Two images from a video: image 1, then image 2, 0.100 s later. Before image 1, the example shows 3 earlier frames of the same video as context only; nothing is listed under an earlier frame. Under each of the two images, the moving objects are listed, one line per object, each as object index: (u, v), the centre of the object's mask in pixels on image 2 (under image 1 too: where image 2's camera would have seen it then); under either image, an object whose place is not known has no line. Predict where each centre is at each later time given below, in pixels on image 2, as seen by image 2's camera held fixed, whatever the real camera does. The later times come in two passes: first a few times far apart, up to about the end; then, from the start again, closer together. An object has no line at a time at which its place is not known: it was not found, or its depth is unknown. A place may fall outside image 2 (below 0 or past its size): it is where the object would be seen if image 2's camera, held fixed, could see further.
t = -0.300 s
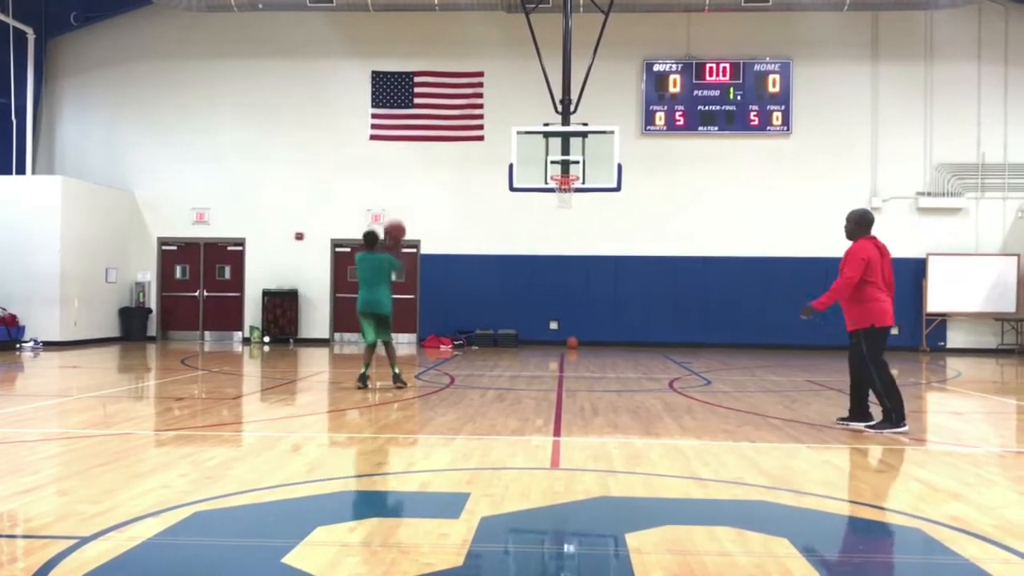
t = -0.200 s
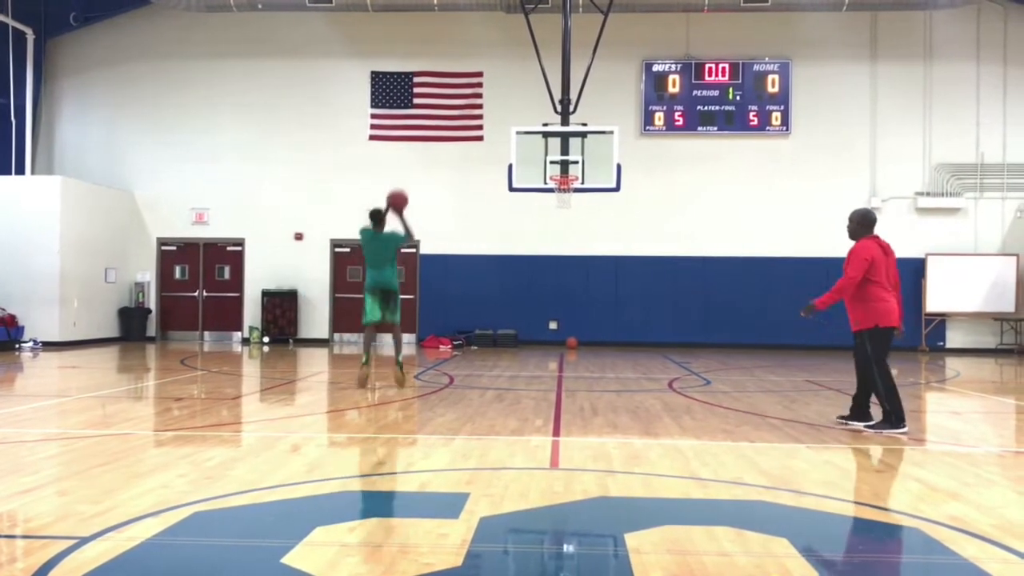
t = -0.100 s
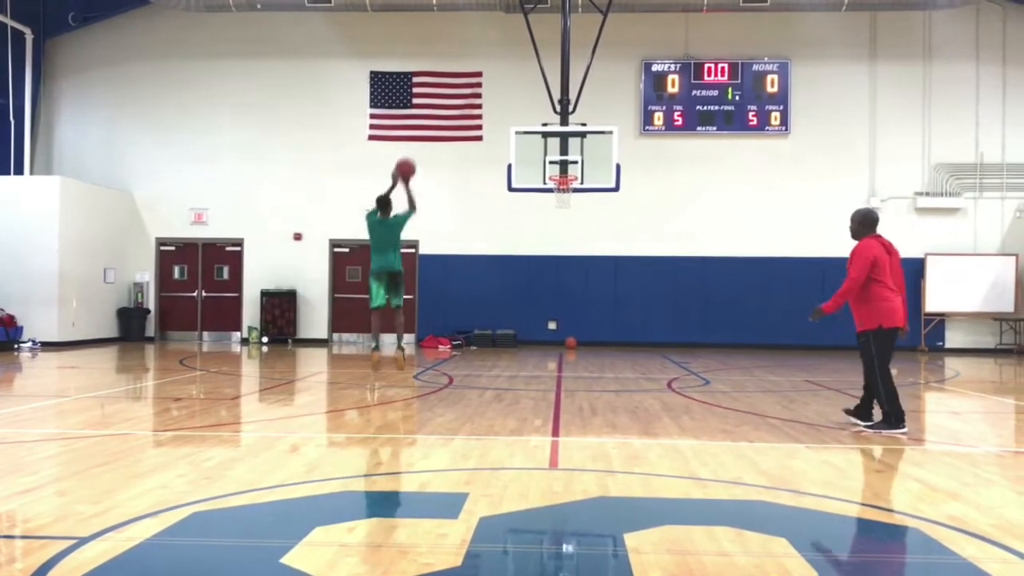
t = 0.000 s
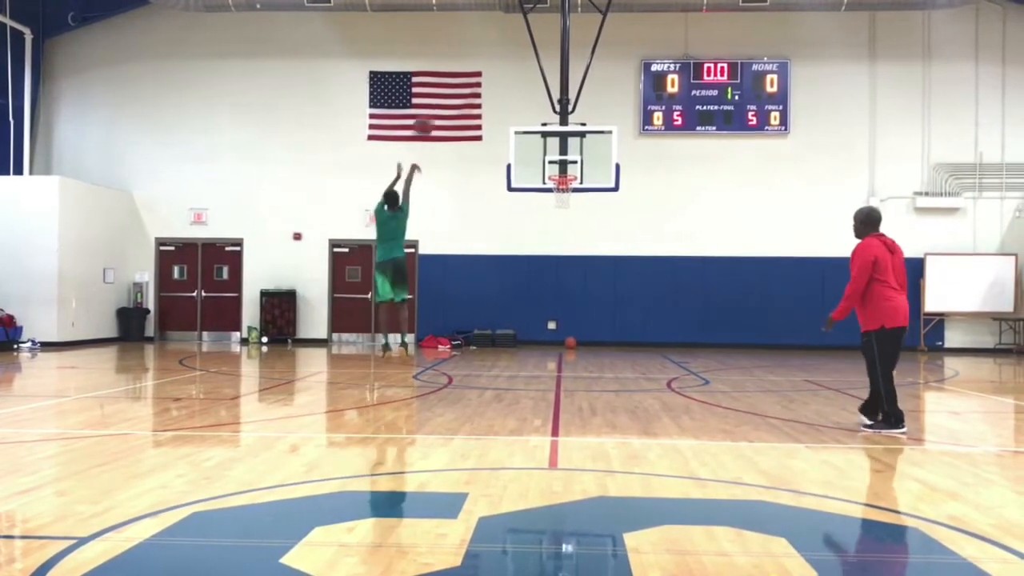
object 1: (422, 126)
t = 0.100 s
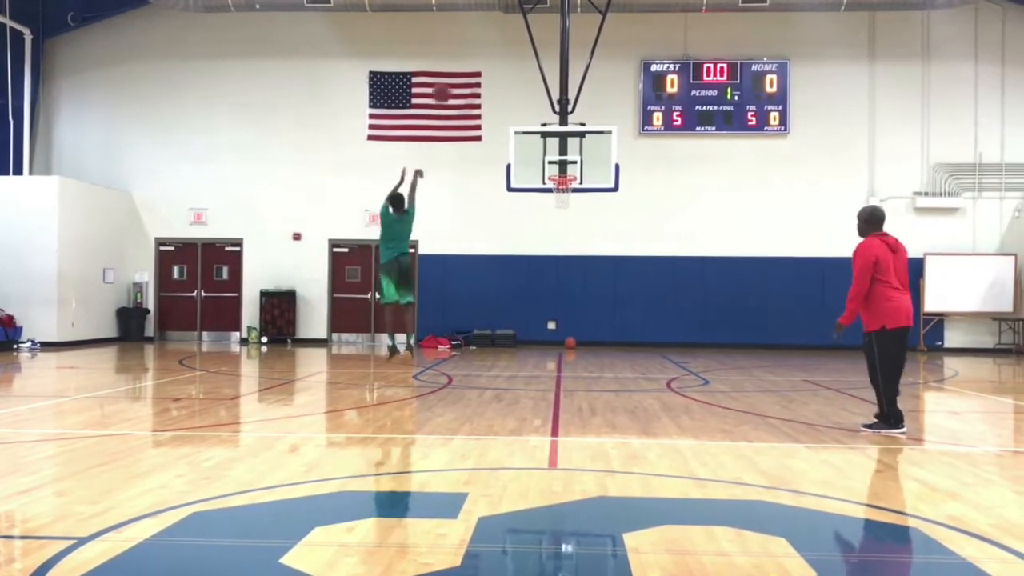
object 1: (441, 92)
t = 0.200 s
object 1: (458, 70)
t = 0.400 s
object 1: (489, 51)
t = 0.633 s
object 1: (519, 63)
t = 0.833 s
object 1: (542, 99)
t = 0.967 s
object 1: (556, 134)
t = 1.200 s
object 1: (553, 194)
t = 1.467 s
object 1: (546, 196)
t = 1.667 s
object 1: (541, 223)
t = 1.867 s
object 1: (537, 275)
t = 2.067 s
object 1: (530, 352)
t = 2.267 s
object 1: (534, 302)
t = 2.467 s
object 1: (538, 268)
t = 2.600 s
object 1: (540, 260)
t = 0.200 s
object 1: (458, 70)
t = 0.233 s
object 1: (464, 65)
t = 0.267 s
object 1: (469, 60)
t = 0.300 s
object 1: (475, 56)
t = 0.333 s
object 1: (479, 54)
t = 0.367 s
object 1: (484, 52)
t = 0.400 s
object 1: (489, 51)
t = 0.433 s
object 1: (494, 50)
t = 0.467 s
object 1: (498, 51)
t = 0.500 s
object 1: (503, 52)
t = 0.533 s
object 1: (507, 54)
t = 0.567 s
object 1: (511, 56)
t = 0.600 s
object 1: (515, 59)
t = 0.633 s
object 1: (519, 63)
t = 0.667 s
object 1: (523, 67)
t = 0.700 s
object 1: (527, 73)
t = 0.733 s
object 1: (531, 78)
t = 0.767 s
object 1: (534, 85)
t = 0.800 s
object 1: (538, 92)
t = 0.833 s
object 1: (542, 99)
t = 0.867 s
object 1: (545, 107)
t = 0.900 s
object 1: (548, 115)
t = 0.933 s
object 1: (551, 123)
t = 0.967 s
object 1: (556, 134)
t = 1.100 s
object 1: (570, 176)
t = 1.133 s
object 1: (565, 186)
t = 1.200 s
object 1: (553, 194)
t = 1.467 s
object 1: (546, 196)
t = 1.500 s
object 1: (545, 198)
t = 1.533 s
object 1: (545, 202)
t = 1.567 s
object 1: (544, 206)
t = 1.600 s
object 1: (543, 211)
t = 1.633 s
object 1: (542, 217)
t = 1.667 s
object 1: (541, 223)
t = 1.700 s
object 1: (541, 230)
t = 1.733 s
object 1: (540, 238)
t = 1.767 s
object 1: (539, 246)
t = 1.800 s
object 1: (539, 255)
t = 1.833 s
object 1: (538, 265)
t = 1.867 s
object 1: (537, 275)
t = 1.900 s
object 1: (536, 286)
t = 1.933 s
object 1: (536, 298)
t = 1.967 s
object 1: (535, 311)
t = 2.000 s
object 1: (534, 323)
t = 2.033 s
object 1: (532, 337)
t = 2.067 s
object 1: (530, 352)
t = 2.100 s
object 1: (531, 347)
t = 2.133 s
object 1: (532, 337)
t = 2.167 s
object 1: (533, 326)
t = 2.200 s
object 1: (534, 318)
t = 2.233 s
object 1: (534, 309)
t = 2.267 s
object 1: (534, 302)
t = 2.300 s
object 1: (535, 294)
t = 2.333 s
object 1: (536, 288)
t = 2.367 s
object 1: (536, 282)
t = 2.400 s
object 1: (536, 276)
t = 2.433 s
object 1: (538, 272)
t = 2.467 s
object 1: (538, 268)
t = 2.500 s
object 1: (538, 265)
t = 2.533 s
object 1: (539, 263)
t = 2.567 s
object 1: (540, 261)
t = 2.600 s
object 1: (540, 260)
